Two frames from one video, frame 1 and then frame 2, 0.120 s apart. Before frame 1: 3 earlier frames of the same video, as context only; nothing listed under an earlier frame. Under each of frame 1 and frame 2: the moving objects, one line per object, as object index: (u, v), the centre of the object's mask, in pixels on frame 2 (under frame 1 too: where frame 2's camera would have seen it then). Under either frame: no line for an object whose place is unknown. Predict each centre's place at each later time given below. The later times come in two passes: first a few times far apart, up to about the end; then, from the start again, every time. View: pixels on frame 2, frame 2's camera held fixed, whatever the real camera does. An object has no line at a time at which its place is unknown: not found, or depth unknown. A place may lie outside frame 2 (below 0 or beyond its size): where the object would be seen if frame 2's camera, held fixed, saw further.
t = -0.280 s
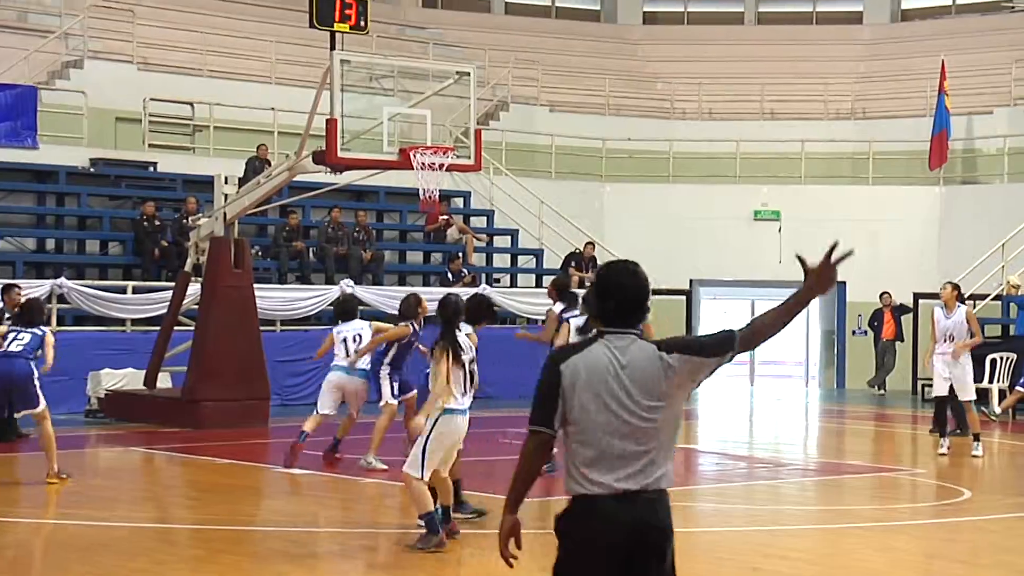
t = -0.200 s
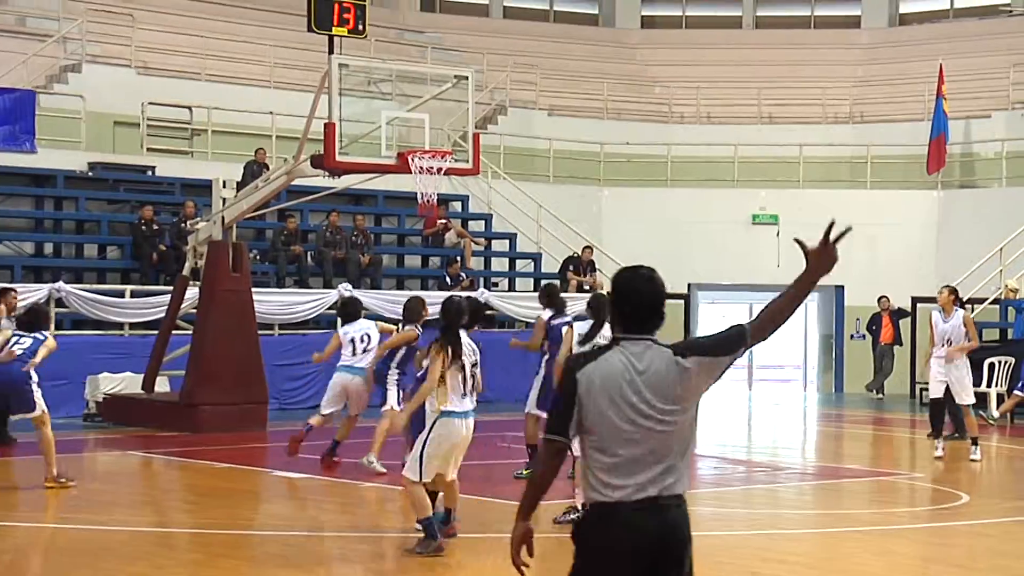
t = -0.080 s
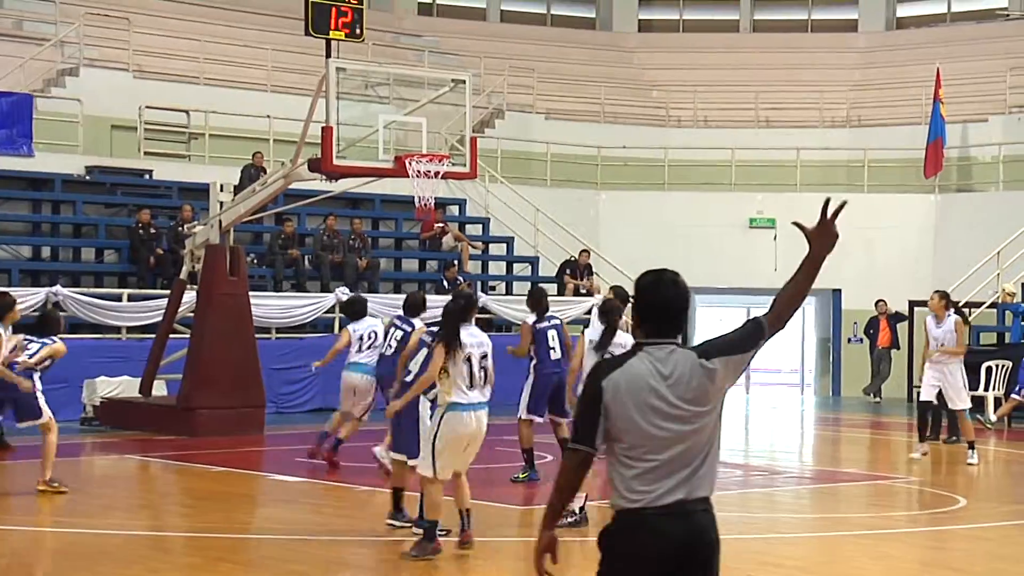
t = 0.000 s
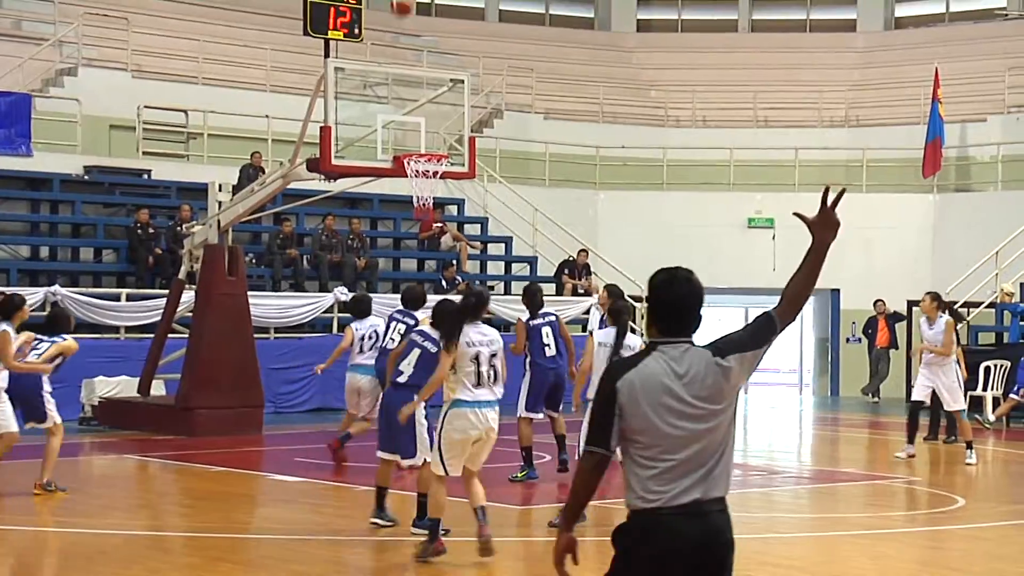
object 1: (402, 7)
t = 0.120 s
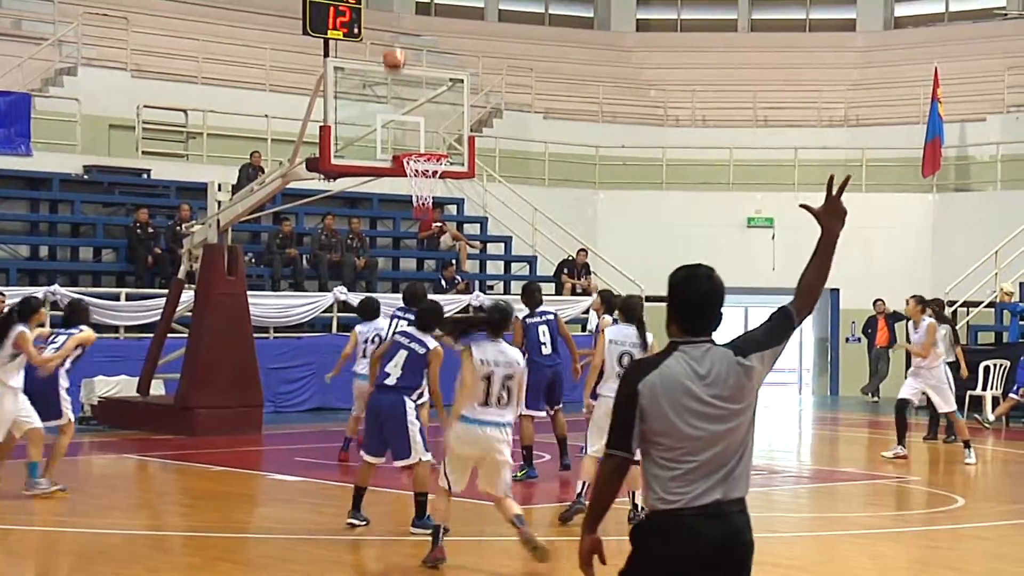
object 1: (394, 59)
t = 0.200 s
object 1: (400, 97)
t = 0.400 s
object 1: (479, 150)
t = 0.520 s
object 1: (531, 173)
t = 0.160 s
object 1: (391, 81)
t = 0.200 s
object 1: (400, 97)
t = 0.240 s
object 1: (414, 110)
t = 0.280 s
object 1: (429, 126)
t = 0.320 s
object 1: (445, 142)
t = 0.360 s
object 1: (460, 146)
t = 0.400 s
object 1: (479, 150)
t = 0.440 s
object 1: (497, 156)
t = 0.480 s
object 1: (515, 164)
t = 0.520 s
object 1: (531, 173)
